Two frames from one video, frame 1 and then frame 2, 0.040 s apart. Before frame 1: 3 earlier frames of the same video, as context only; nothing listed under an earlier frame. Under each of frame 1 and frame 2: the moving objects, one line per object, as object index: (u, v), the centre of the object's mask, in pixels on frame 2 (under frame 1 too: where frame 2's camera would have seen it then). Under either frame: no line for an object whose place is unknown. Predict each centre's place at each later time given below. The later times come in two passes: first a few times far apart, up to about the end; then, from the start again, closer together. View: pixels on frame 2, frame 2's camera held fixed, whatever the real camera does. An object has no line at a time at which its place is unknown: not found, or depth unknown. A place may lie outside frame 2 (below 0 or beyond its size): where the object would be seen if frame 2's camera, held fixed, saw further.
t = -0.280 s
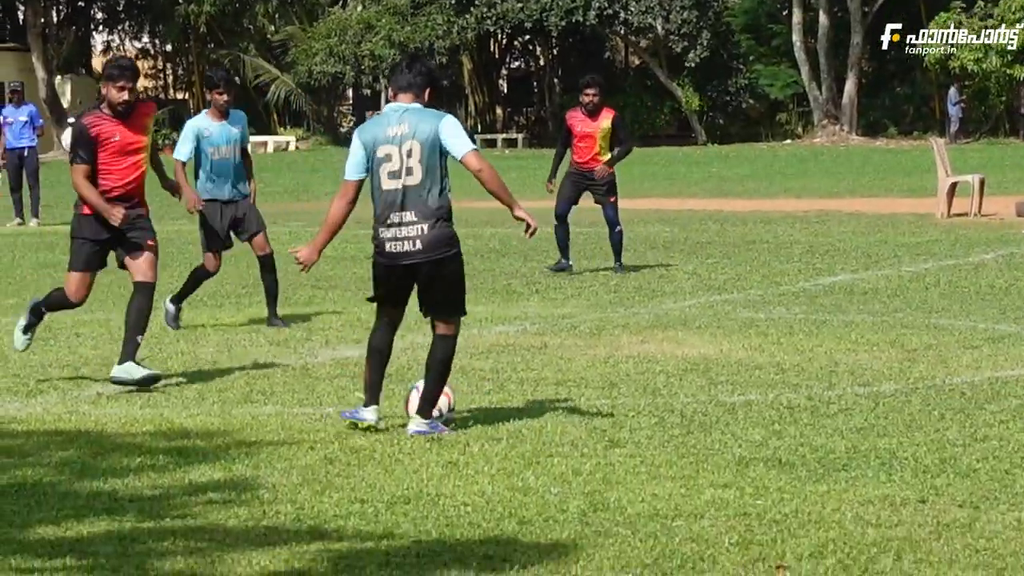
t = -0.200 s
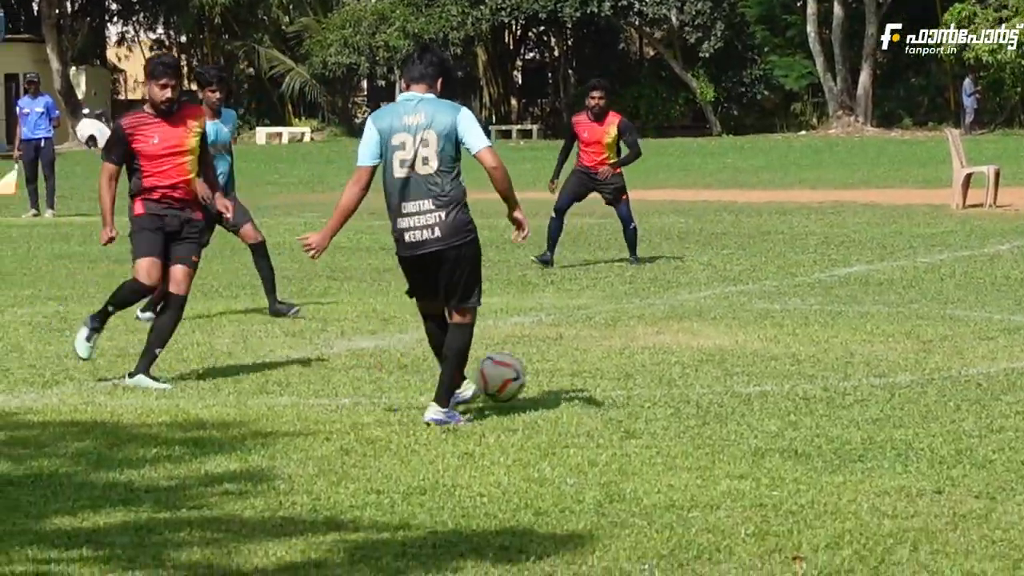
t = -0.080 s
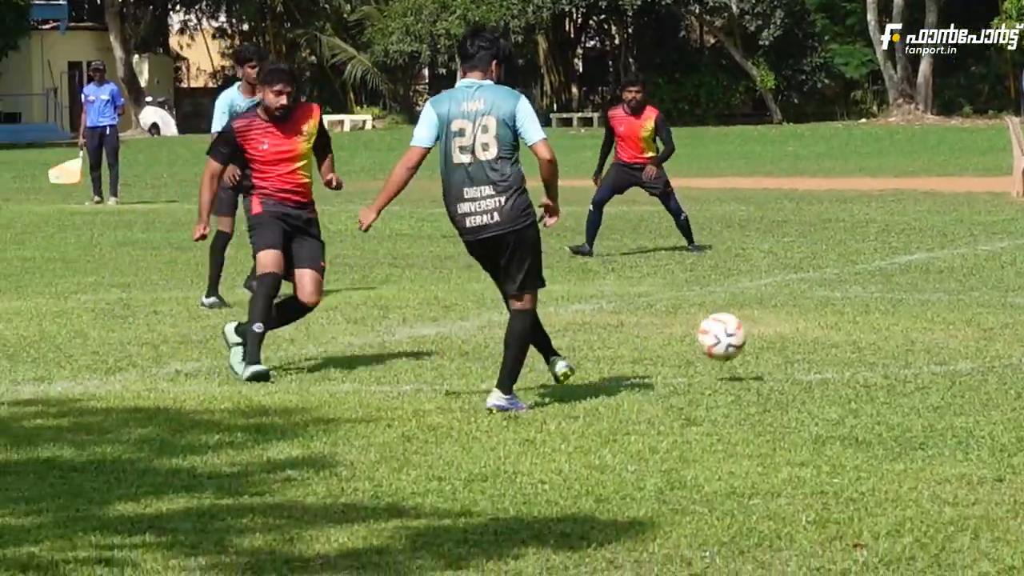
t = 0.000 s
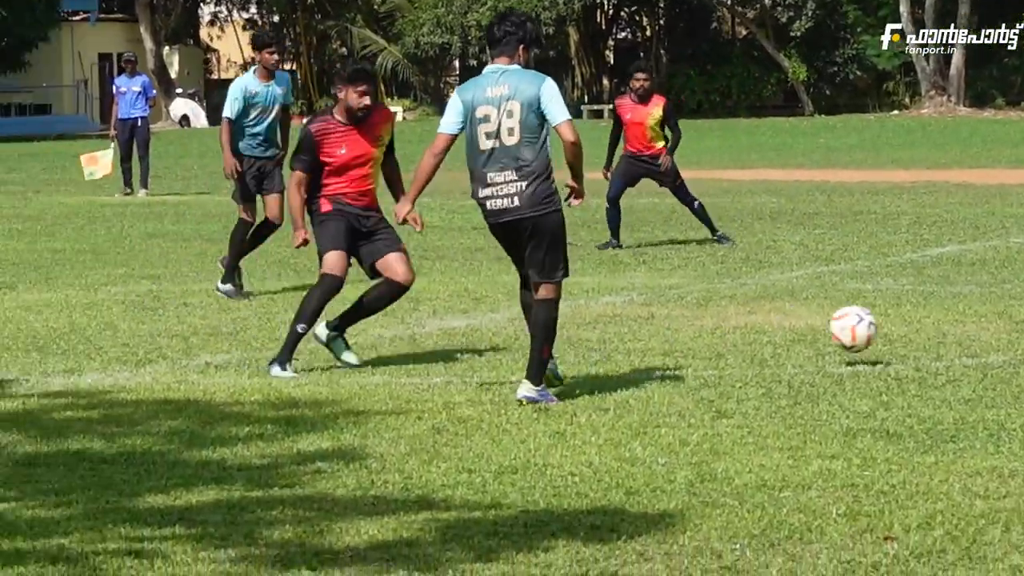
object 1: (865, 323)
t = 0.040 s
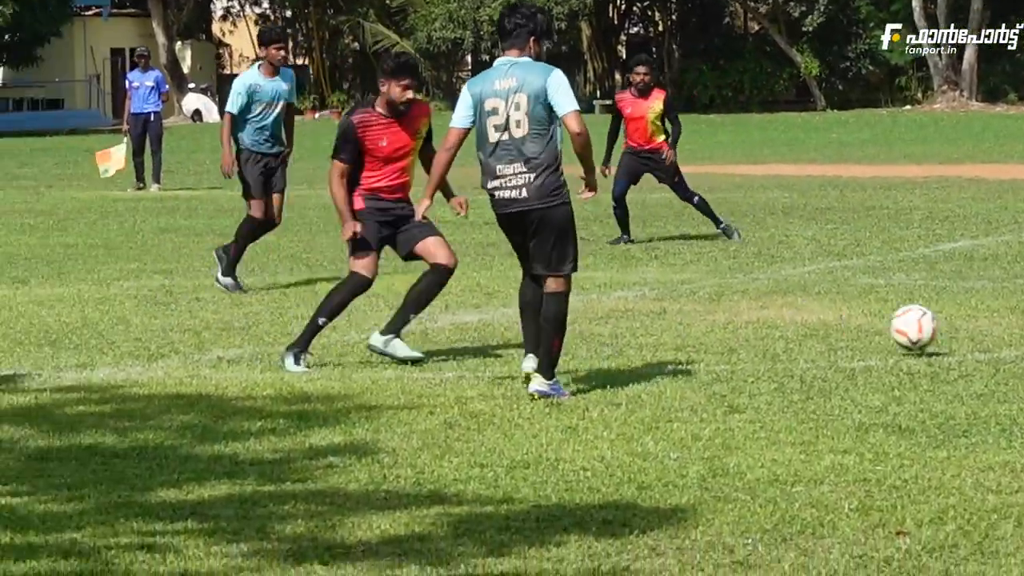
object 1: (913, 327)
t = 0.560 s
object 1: (1266, 275)
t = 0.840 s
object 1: (1407, 279)
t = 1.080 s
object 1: (1518, 278)
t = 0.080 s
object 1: (959, 332)
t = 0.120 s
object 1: (988, 321)
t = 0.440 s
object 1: (1201, 294)
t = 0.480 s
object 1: (1223, 285)
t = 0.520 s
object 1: (1244, 279)
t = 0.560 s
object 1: (1266, 275)
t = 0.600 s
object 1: (1287, 275)
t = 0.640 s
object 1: (1309, 279)
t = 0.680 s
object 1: (1328, 286)
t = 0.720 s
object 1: (1349, 293)
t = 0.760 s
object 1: (1369, 289)
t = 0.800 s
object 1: (1388, 283)
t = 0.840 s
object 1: (1407, 279)
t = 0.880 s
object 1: (1426, 276)
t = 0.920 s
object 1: (1445, 277)
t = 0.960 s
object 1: (1464, 281)
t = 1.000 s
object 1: (1481, 280)
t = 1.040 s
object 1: (1501, 278)
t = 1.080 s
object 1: (1518, 278)
